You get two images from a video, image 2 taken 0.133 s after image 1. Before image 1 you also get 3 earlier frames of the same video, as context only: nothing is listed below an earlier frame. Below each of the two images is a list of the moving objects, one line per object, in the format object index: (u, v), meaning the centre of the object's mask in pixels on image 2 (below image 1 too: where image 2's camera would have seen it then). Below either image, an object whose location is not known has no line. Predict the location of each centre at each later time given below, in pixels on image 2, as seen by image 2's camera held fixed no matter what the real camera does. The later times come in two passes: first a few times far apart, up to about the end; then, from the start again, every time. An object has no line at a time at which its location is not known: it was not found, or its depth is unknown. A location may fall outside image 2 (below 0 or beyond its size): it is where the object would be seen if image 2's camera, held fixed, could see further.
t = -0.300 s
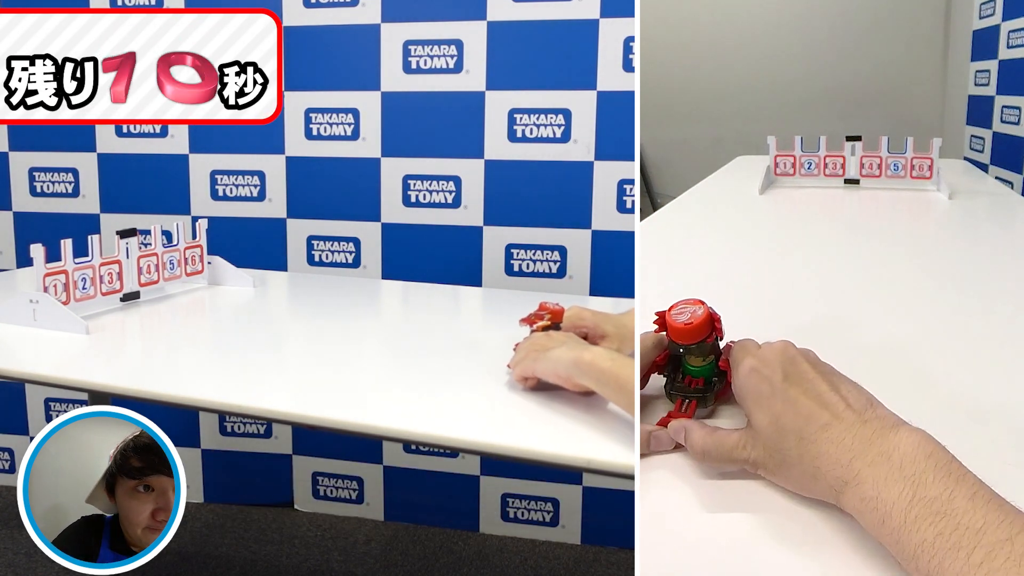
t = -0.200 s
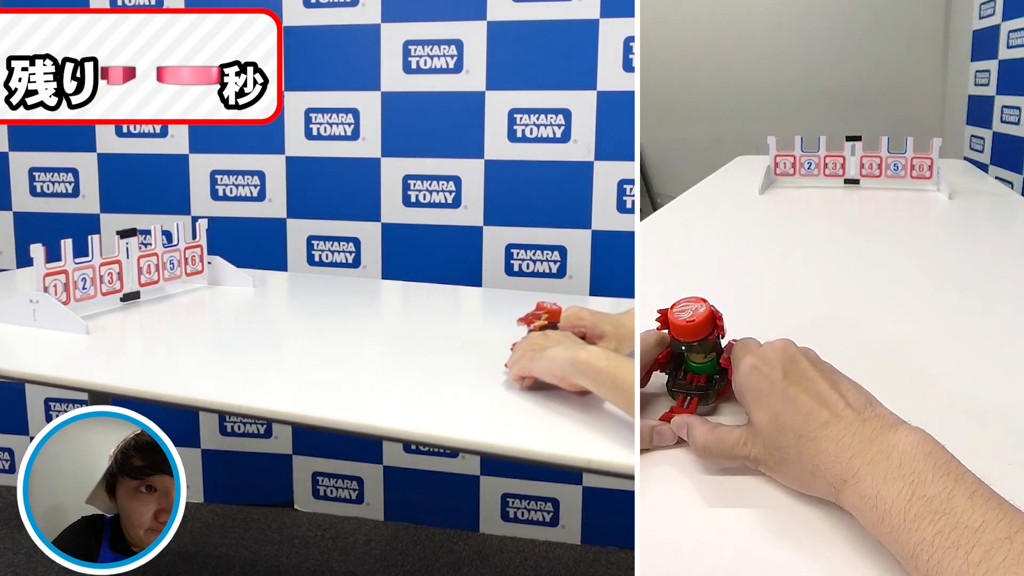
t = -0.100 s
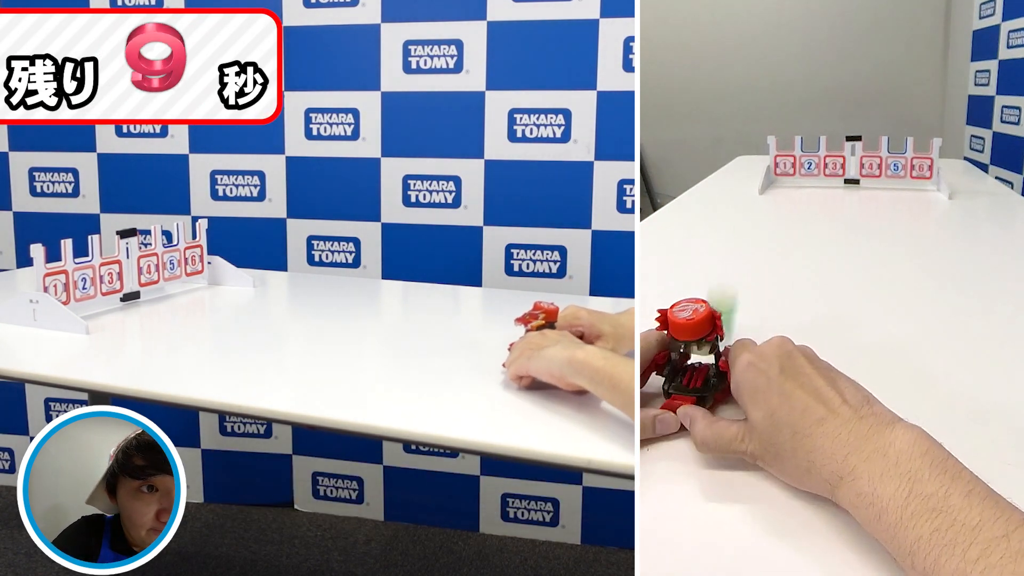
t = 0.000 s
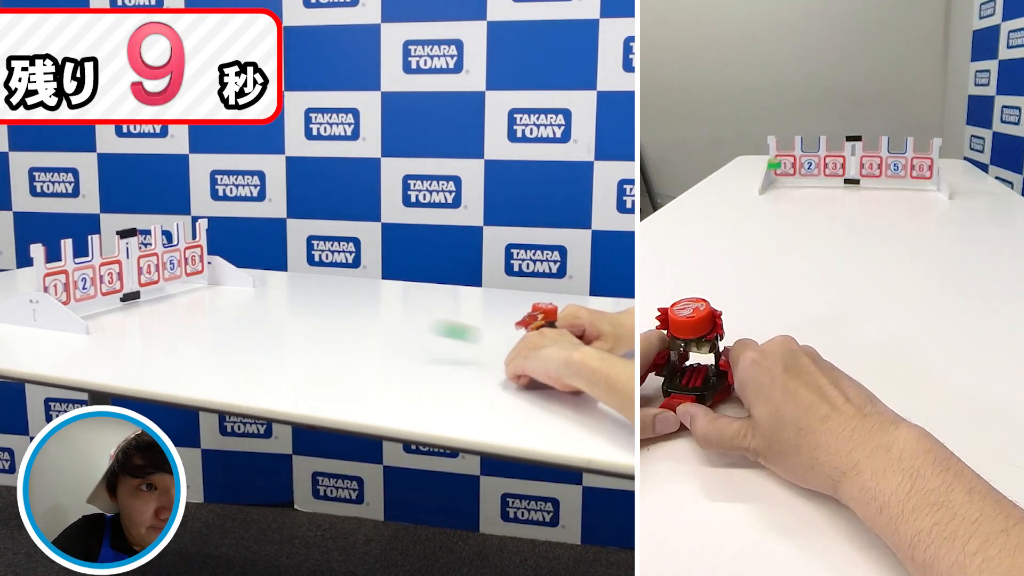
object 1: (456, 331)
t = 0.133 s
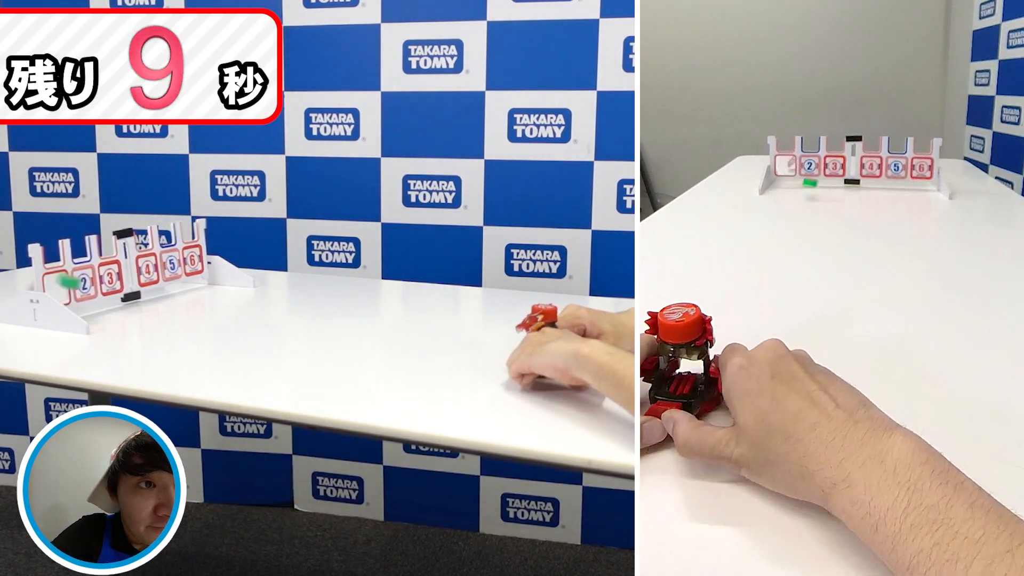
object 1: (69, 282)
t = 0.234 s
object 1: (156, 294)
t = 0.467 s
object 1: (327, 292)
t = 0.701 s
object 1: (477, 303)
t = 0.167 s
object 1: (100, 295)
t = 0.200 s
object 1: (131, 313)
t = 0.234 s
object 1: (156, 294)
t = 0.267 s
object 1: (183, 281)
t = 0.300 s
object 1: (208, 276)
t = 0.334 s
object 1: (233, 277)
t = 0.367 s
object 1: (259, 286)
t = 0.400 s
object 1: (283, 303)
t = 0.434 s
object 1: (306, 300)
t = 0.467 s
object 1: (327, 292)
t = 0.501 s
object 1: (348, 291)
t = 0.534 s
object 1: (370, 297)
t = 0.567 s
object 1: (390, 306)
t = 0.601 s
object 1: (412, 301)
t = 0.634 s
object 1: (434, 303)
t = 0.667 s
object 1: (455, 306)
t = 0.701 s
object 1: (477, 303)
